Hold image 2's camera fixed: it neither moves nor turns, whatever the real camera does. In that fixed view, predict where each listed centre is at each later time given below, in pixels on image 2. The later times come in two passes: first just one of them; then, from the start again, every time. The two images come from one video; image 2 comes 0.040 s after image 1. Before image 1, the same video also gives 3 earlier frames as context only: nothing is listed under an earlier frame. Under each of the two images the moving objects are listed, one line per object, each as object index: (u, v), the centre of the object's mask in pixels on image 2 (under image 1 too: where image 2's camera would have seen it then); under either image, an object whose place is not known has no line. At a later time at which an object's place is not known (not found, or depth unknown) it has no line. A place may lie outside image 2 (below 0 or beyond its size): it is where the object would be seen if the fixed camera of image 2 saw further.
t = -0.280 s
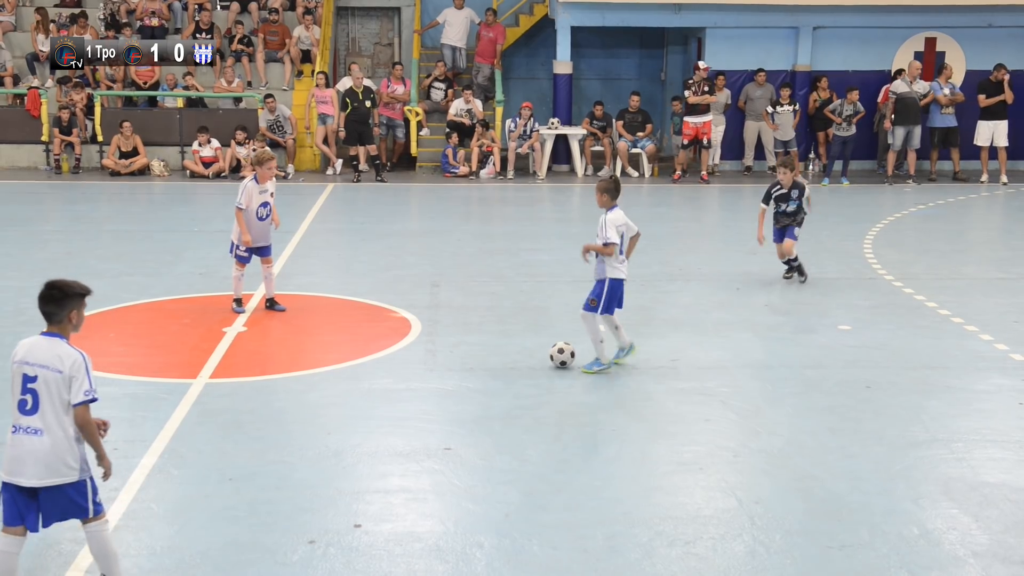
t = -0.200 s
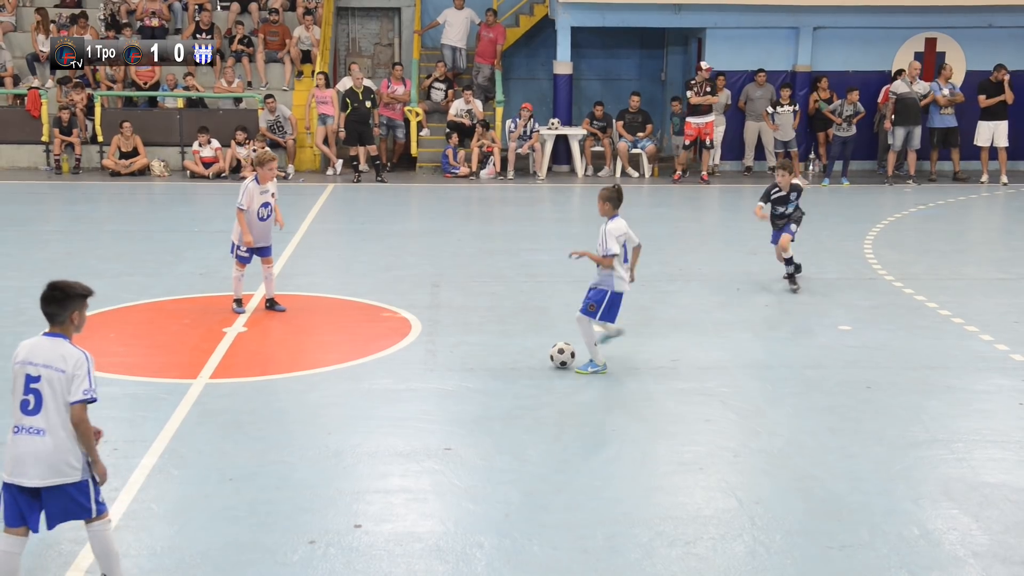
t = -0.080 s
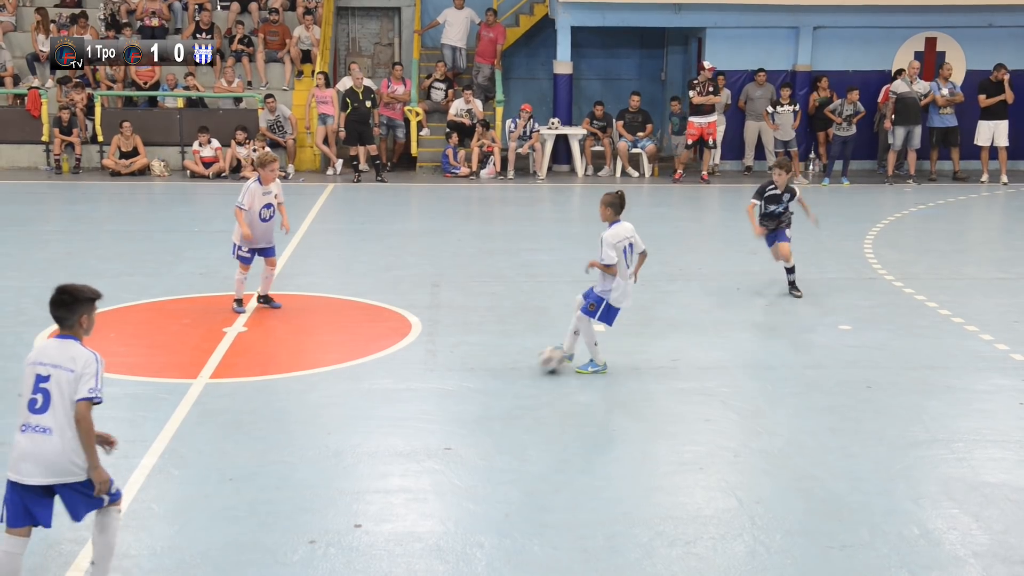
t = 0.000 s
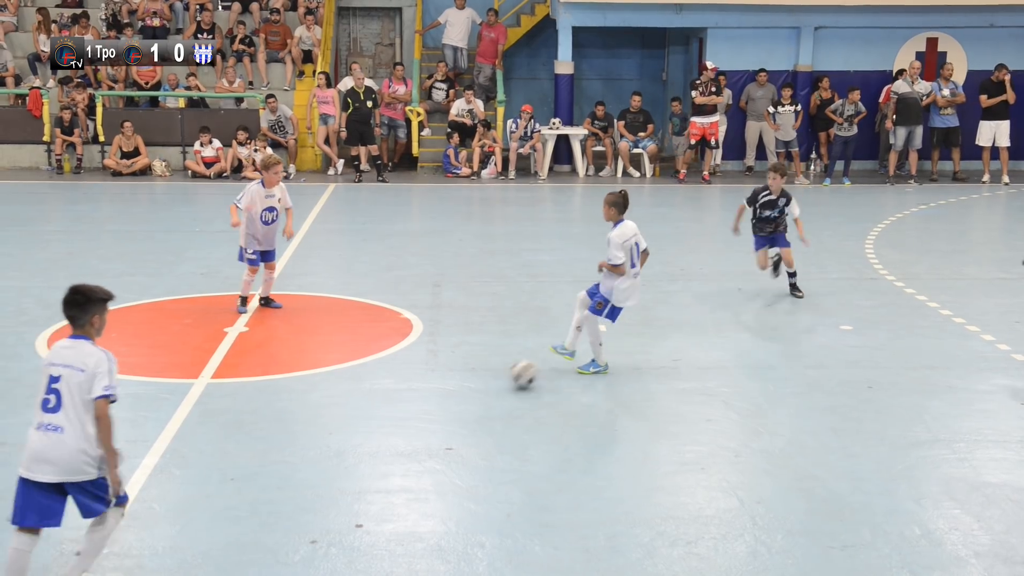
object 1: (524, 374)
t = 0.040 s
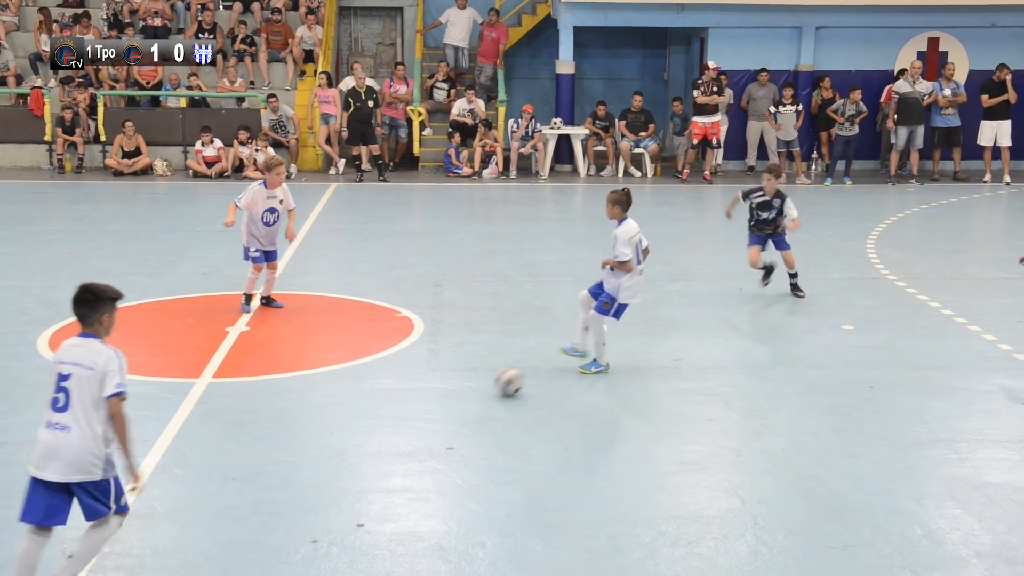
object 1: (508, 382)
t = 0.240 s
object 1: (434, 417)
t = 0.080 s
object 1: (494, 390)
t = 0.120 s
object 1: (480, 396)
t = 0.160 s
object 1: (465, 403)
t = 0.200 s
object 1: (449, 412)
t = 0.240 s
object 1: (434, 417)
